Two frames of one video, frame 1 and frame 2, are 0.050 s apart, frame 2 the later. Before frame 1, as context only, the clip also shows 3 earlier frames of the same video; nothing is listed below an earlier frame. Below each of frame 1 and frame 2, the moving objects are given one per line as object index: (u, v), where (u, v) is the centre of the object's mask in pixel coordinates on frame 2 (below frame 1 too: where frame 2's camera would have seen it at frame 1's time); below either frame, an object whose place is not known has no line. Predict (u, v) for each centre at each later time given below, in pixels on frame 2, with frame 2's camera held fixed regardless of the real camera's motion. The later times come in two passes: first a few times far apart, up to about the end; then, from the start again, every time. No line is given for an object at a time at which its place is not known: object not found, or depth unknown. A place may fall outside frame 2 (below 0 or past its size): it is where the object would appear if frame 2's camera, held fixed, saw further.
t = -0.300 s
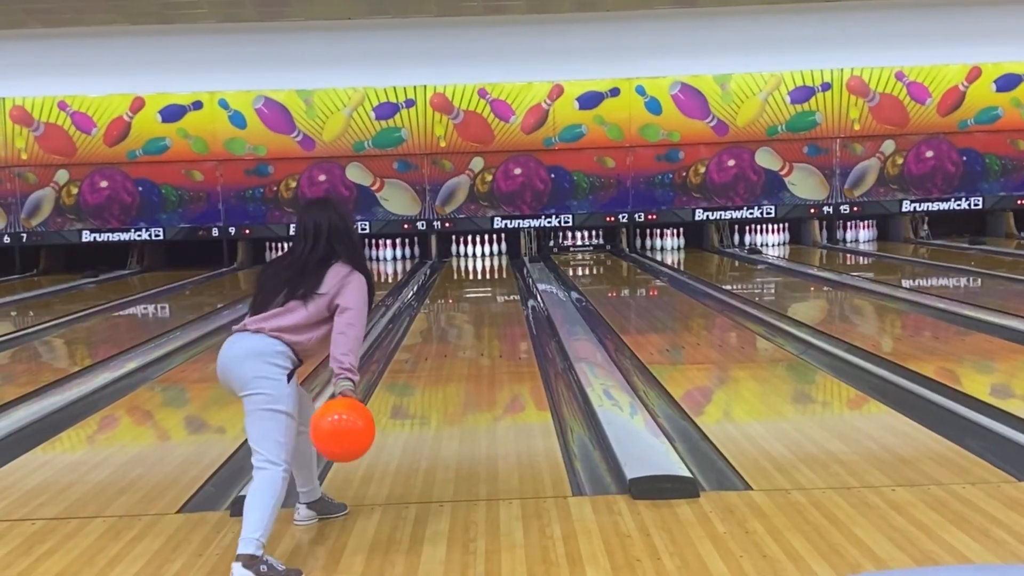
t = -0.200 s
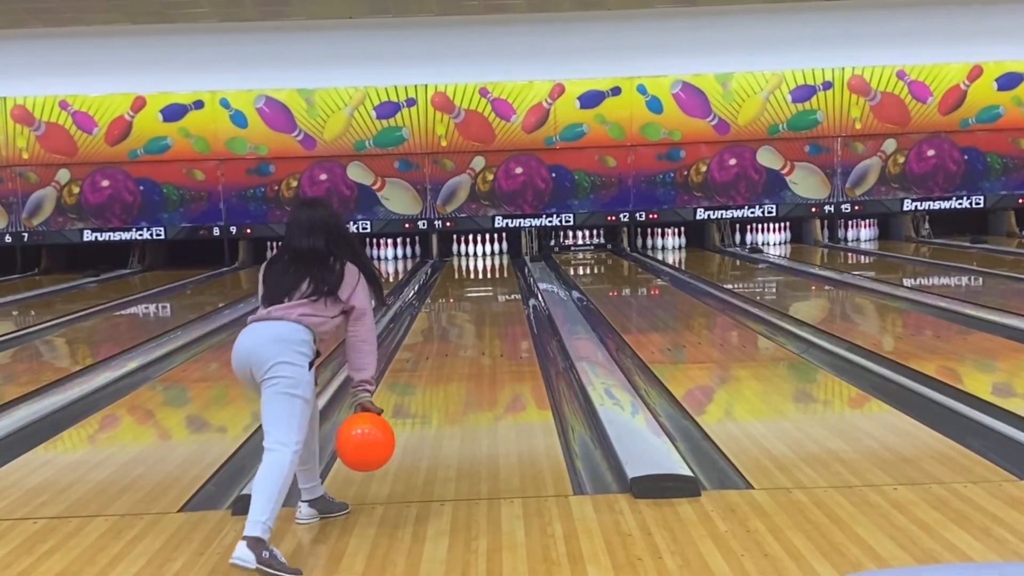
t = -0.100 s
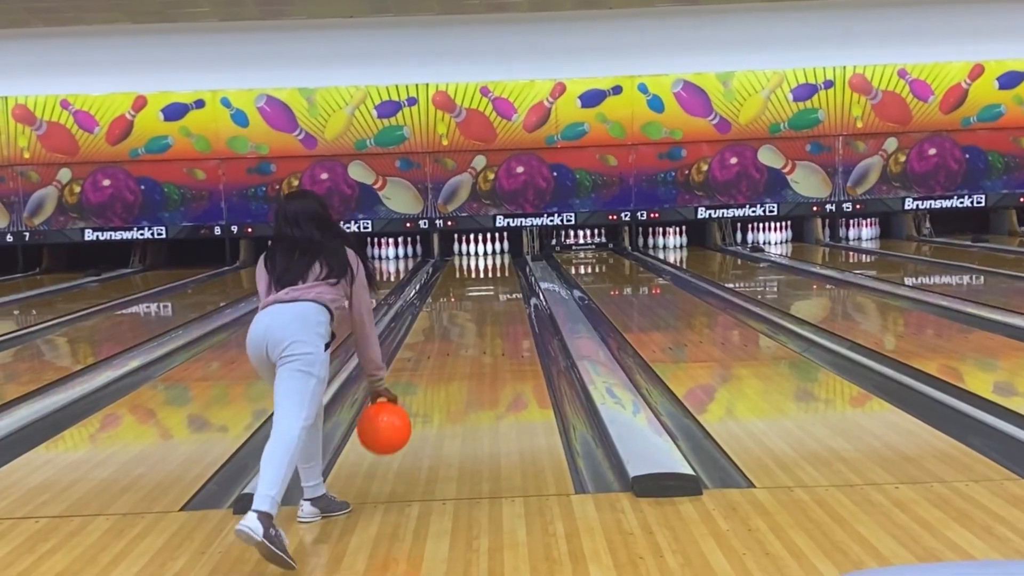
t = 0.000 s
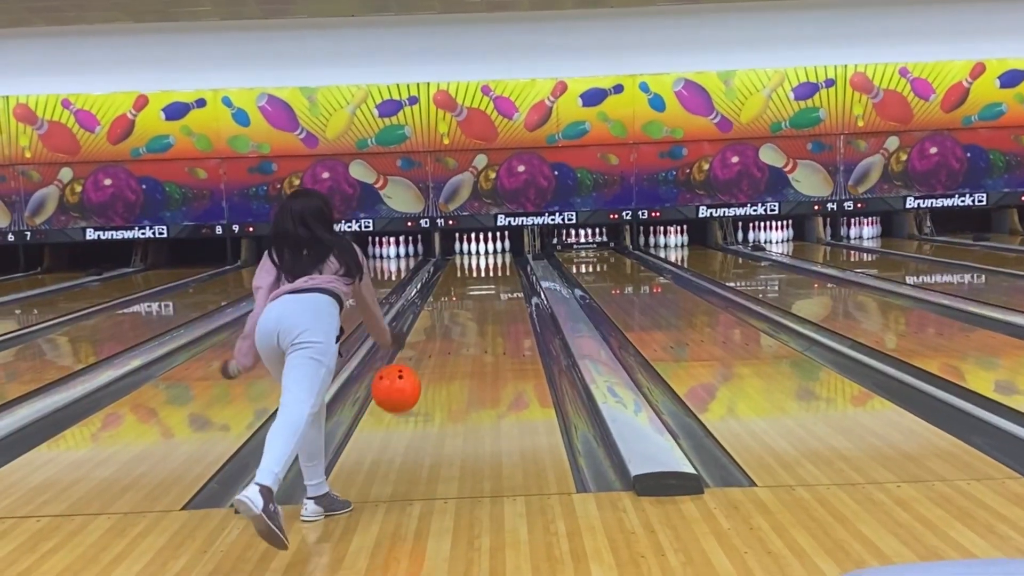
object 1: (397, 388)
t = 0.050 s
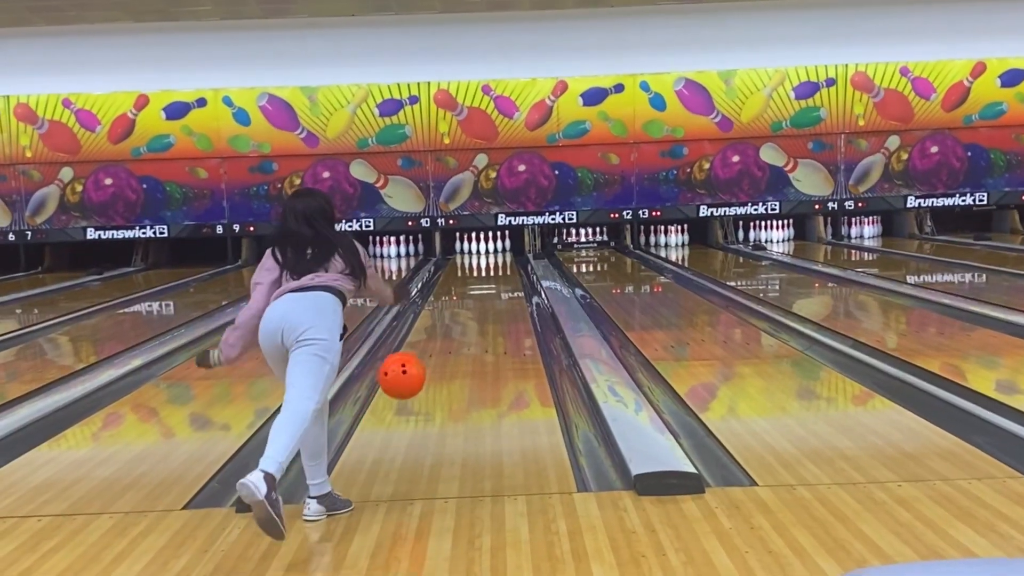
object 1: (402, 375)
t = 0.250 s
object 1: (419, 381)
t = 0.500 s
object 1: (435, 371)
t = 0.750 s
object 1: (445, 348)
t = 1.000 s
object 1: (454, 330)
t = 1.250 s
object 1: (461, 314)
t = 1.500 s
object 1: (466, 303)
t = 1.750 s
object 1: (471, 293)
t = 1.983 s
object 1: (475, 285)
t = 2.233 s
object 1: (478, 278)
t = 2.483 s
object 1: (481, 272)
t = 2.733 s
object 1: (484, 267)
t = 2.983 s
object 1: (486, 263)
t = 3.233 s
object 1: (489, 258)
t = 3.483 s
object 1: (490, 254)
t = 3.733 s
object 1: (491, 251)
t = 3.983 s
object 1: (492, 248)
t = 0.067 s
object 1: (403, 373)
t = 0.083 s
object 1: (405, 370)
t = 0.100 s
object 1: (406, 369)
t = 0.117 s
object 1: (407, 368)
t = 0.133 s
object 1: (409, 368)
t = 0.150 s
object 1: (410, 369)
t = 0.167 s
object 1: (412, 369)
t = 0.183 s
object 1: (413, 371)
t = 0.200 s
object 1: (414, 372)
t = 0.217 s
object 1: (416, 374)
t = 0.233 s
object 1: (418, 378)
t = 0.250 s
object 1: (419, 381)
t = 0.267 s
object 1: (421, 385)
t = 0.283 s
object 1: (422, 388)
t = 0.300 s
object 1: (423, 393)
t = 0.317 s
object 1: (424, 393)
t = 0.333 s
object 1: (425, 389)
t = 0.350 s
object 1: (426, 387)
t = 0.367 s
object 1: (427, 385)
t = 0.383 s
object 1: (428, 383)
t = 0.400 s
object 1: (429, 381)
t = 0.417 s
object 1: (430, 380)
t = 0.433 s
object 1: (431, 379)
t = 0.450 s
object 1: (432, 377)
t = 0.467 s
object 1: (433, 375)
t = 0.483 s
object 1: (434, 373)
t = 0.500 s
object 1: (435, 371)
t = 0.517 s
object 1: (435, 369)
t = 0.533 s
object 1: (436, 367)
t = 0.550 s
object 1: (437, 366)
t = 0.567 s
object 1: (438, 363)
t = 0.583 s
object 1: (438, 362)
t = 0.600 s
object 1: (439, 360)
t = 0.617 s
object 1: (440, 359)
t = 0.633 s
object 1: (441, 357)
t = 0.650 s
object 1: (441, 356)
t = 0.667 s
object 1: (442, 354)
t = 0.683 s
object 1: (443, 353)
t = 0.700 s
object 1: (444, 352)
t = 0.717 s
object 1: (444, 350)
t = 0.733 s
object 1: (445, 349)
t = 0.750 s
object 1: (445, 348)
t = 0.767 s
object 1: (446, 346)
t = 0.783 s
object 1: (447, 344)
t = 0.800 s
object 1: (447, 343)
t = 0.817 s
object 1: (448, 342)
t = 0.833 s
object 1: (448, 340)
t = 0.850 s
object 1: (449, 340)
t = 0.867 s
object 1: (449, 338)
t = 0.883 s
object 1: (450, 337)
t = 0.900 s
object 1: (451, 336)
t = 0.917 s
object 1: (451, 335)
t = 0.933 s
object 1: (452, 334)
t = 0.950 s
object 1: (453, 332)
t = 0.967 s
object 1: (453, 331)
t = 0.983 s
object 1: (454, 330)
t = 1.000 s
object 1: (454, 330)
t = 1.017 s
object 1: (454, 329)
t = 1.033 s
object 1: (455, 327)
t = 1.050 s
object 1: (455, 326)
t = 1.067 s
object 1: (456, 325)
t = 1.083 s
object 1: (456, 324)
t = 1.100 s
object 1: (457, 323)
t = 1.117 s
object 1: (458, 322)
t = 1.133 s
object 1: (458, 321)
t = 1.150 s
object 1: (459, 320)
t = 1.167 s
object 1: (459, 319)
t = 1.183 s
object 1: (459, 318)
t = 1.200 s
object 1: (459, 317)
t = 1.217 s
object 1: (460, 316)
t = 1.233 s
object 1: (461, 315)
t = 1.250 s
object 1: (461, 314)
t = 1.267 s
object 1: (461, 314)
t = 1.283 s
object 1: (462, 312)
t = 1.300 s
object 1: (462, 311)
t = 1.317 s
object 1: (463, 310)
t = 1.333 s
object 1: (463, 310)
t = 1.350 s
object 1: (463, 309)
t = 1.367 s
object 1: (464, 308)
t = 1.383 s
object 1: (464, 307)
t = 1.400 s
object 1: (464, 307)
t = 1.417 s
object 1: (465, 306)
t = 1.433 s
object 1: (465, 305)
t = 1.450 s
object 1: (465, 305)
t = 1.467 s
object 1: (466, 304)
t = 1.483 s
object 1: (466, 303)
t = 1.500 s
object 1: (466, 303)
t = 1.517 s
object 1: (466, 302)
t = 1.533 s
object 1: (467, 301)
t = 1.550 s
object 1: (467, 300)
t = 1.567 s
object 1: (468, 299)
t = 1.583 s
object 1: (468, 299)
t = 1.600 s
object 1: (468, 298)
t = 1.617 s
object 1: (468, 298)
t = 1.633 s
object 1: (469, 297)
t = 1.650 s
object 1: (469, 296)
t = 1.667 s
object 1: (469, 296)
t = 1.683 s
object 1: (470, 295)
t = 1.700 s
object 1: (470, 294)
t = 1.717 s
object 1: (470, 294)
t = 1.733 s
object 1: (471, 293)
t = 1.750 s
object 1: (471, 293)
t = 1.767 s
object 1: (471, 292)
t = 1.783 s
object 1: (472, 291)
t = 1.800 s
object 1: (472, 291)
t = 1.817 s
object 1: (472, 290)
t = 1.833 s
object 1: (473, 290)
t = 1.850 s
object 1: (473, 289)
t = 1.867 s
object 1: (473, 289)
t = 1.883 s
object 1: (473, 288)
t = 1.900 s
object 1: (473, 288)
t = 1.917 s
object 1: (474, 287)
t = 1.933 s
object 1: (474, 286)
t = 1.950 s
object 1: (474, 286)
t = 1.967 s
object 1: (475, 285)
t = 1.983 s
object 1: (475, 285)
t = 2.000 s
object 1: (475, 284)
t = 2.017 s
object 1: (476, 284)
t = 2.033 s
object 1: (476, 283)
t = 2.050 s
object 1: (476, 283)
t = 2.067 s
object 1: (476, 282)
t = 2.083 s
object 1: (477, 282)
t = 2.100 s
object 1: (477, 282)
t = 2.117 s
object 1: (477, 281)
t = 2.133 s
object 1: (477, 281)
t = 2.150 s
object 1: (478, 280)
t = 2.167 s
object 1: (478, 279)
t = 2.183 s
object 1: (478, 279)
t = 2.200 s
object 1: (478, 279)
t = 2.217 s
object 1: (478, 278)
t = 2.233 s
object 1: (478, 278)
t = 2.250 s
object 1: (479, 277)
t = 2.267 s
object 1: (479, 277)
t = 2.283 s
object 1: (479, 277)
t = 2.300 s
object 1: (479, 276)
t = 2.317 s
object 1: (480, 276)
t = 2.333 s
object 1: (480, 275)
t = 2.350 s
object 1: (480, 275)
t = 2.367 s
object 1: (480, 274)
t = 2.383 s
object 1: (481, 274)
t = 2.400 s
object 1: (481, 274)
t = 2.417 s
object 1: (481, 273)
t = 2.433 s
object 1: (481, 273)
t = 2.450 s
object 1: (481, 273)
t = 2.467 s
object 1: (482, 272)
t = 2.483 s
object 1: (481, 272)
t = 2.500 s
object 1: (482, 272)
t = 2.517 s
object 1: (482, 271)
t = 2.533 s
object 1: (482, 271)
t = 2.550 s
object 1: (483, 270)
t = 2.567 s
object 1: (483, 270)
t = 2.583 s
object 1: (483, 270)
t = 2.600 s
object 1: (483, 269)
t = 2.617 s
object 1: (483, 269)
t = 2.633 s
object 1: (484, 269)
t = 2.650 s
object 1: (484, 268)
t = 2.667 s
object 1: (484, 268)
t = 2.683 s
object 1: (484, 268)
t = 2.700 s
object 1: (484, 267)
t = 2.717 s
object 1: (484, 267)
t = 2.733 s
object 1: (484, 267)
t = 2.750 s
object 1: (485, 266)
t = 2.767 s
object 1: (485, 266)
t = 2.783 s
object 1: (485, 266)
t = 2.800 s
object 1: (485, 266)
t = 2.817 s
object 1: (485, 265)
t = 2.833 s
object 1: (485, 265)
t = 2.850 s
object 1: (485, 265)
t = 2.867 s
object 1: (485, 264)
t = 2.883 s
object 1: (485, 264)
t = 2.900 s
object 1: (486, 264)
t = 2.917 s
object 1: (486, 263)
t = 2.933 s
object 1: (486, 263)
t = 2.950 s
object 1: (486, 263)
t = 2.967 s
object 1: (487, 262)
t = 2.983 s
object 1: (486, 263)
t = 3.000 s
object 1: (487, 262)
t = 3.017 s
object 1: (487, 262)
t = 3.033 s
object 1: (487, 261)
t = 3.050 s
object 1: (487, 261)
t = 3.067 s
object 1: (487, 261)
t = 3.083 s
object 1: (487, 261)
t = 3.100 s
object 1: (488, 260)
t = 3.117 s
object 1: (488, 260)
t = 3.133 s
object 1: (488, 260)
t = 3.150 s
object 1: (488, 259)
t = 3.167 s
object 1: (488, 259)
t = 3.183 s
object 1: (488, 259)
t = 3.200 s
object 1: (488, 259)
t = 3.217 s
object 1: (489, 258)
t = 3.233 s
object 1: (489, 258)
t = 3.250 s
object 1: (489, 258)
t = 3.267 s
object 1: (489, 257)
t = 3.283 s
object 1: (489, 257)
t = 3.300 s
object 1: (489, 257)
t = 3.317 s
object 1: (489, 257)
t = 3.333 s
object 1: (490, 256)
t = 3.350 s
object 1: (490, 256)
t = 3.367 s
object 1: (490, 256)
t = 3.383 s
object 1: (490, 255)
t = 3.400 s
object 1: (490, 255)
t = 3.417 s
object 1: (490, 255)
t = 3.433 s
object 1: (490, 255)
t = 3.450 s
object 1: (490, 255)
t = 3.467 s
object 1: (490, 254)
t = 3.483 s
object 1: (490, 254)
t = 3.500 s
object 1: (490, 254)
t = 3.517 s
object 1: (490, 254)
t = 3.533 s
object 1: (490, 253)
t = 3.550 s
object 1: (490, 253)
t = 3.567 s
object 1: (490, 253)
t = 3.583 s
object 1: (491, 253)
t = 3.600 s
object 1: (491, 252)
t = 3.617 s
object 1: (491, 252)
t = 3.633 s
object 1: (491, 252)
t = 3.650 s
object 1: (491, 252)
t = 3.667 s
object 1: (491, 252)
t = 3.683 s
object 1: (491, 252)
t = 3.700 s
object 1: (491, 251)
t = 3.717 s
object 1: (491, 251)
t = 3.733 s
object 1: (491, 251)
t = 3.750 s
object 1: (491, 251)
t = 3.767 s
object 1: (491, 251)
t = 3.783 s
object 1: (491, 250)
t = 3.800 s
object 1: (491, 250)
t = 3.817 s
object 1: (491, 250)
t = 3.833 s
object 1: (492, 250)
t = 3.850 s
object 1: (492, 250)
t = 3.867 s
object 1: (492, 250)
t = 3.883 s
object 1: (492, 249)
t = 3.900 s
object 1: (492, 249)
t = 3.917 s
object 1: (492, 249)
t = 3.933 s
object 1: (492, 249)
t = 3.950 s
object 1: (492, 248)
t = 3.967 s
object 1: (492, 248)
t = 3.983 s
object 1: (492, 248)
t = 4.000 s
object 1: (492, 248)
